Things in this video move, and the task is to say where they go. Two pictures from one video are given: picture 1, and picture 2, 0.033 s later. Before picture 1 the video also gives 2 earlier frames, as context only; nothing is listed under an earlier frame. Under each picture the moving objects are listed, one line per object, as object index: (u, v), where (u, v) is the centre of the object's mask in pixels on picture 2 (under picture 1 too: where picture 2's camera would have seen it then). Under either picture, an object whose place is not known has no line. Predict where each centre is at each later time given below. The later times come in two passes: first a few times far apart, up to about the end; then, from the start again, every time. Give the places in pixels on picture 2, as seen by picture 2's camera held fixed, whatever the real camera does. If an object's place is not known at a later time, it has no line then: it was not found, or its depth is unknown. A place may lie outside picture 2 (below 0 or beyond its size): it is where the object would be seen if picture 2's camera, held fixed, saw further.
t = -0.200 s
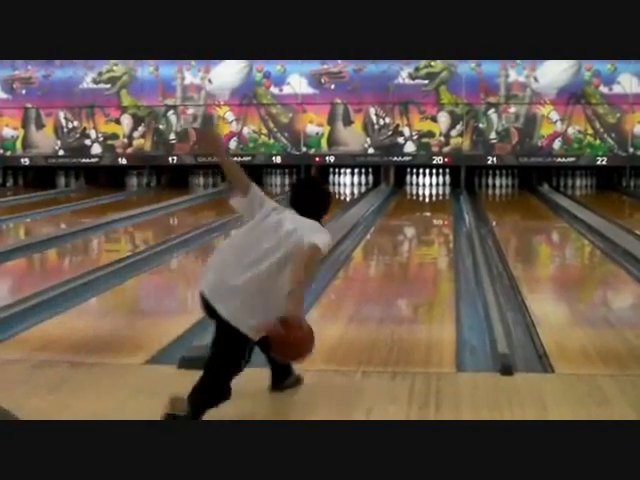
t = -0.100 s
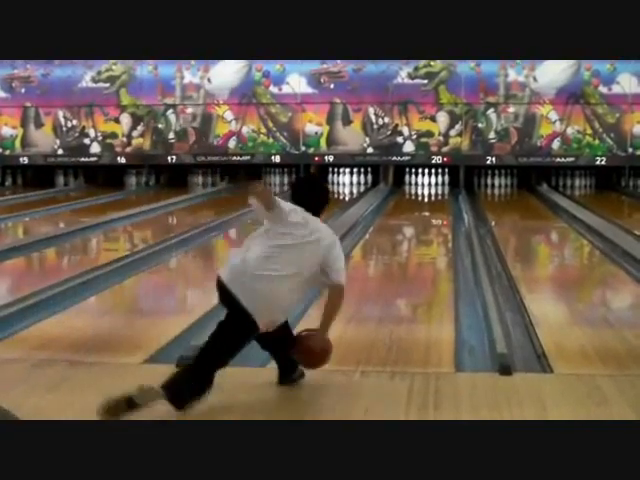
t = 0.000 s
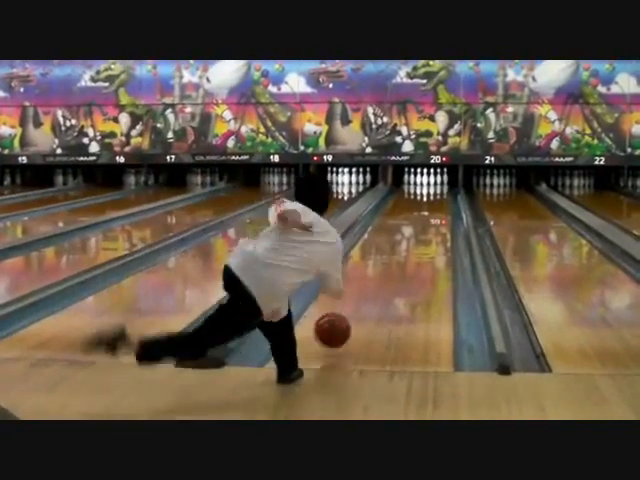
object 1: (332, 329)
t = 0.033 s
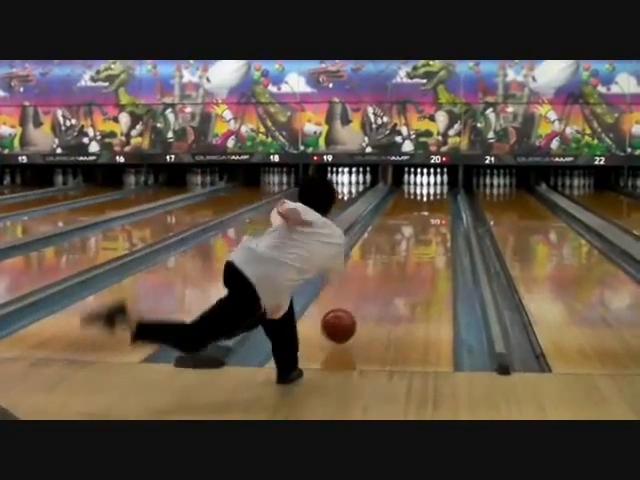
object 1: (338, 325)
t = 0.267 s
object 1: (371, 287)
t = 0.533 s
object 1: (396, 258)
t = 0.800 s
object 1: (410, 237)
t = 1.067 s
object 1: (422, 222)
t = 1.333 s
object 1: (428, 211)
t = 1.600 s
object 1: (432, 204)
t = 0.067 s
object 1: (344, 322)
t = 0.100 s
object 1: (350, 315)
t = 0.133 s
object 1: (354, 309)
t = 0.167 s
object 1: (359, 303)
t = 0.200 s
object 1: (364, 297)
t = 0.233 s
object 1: (368, 292)
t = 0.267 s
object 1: (371, 287)
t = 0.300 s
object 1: (375, 283)
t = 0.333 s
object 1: (378, 279)
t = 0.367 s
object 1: (382, 275)
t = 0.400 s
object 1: (385, 271)
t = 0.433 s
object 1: (388, 268)
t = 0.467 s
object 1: (390, 265)
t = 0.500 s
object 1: (393, 261)
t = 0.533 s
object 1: (396, 258)
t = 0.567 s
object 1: (398, 255)
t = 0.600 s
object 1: (400, 252)
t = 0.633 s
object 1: (402, 249)
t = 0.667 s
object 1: (404, 246)
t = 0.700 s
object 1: (406, 244)
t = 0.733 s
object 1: (407, 241)
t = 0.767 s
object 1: (409, 239)
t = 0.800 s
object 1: (410, 237)
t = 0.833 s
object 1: (412, 235)
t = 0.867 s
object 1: (414, 233)
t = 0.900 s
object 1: (416, 231)
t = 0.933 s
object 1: (416, 229)
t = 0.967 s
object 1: (418, 228)
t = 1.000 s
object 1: (419, 226)
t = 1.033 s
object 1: (421, 224)
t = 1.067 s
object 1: (422, 222)
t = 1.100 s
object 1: (423, 221)
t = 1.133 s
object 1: (423, 219)
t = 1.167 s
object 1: (425, 216)
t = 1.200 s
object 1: (426, 216)
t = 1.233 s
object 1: (426, 215)
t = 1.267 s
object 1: (427, 214)
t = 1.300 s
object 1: (427, 213)
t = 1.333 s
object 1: (428, 211)
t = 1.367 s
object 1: (428, 211)
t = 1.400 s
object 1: (430, 208)
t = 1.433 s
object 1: (431, 207)
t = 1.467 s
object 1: (431, 207)
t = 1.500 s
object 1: (431, 207)
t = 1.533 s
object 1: (431, 206)
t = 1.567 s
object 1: (432, 205)
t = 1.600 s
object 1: (432, 204)
